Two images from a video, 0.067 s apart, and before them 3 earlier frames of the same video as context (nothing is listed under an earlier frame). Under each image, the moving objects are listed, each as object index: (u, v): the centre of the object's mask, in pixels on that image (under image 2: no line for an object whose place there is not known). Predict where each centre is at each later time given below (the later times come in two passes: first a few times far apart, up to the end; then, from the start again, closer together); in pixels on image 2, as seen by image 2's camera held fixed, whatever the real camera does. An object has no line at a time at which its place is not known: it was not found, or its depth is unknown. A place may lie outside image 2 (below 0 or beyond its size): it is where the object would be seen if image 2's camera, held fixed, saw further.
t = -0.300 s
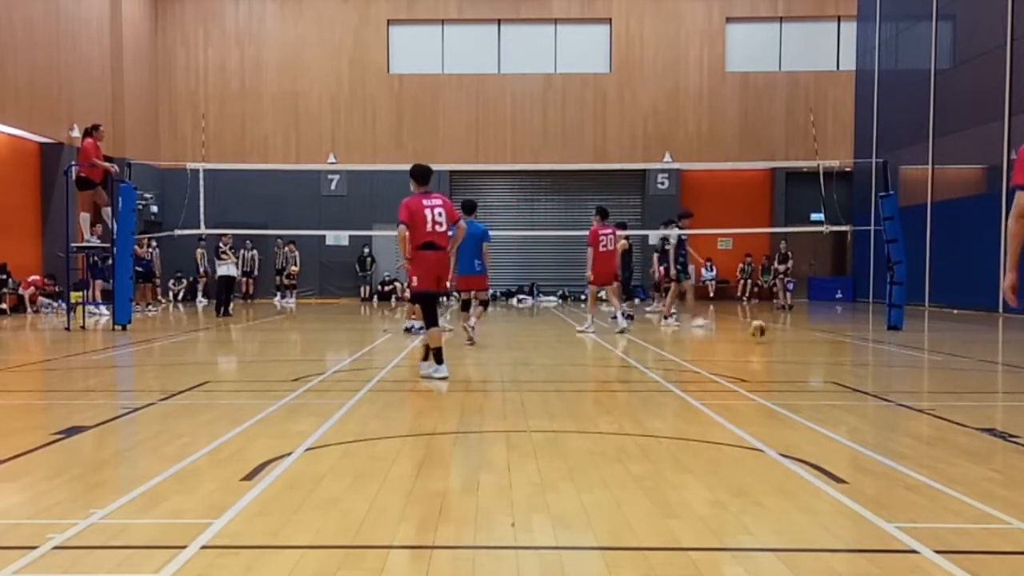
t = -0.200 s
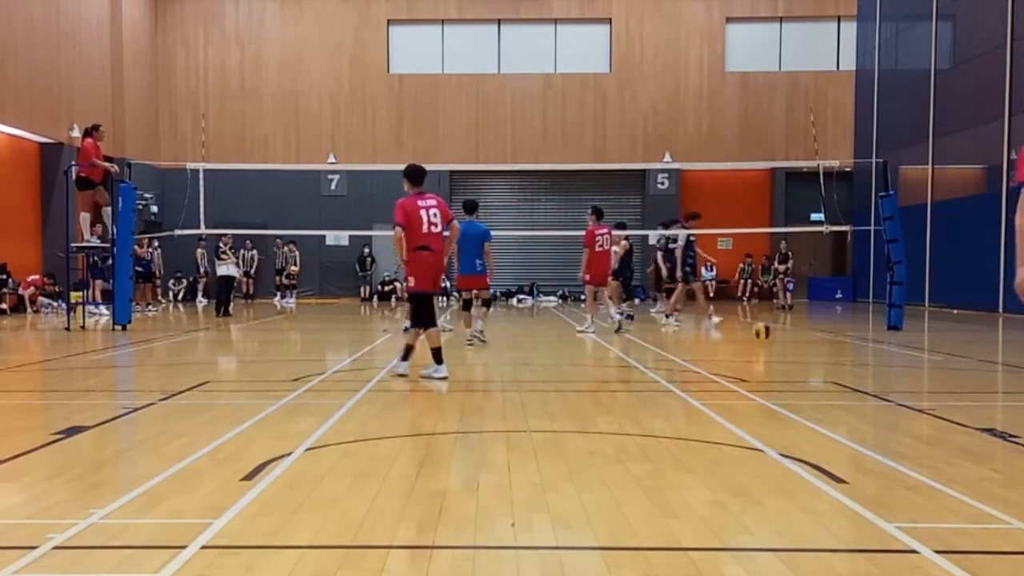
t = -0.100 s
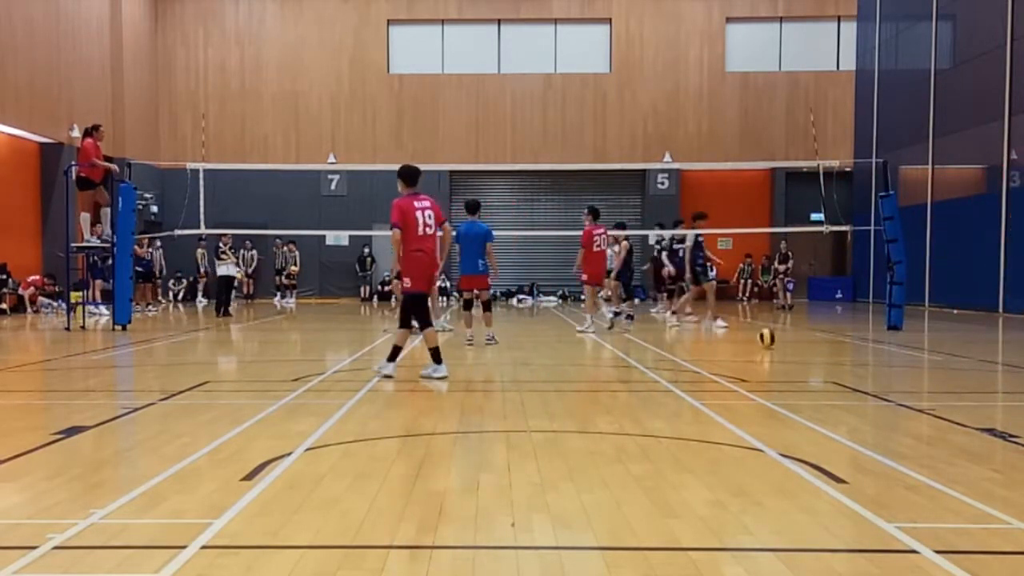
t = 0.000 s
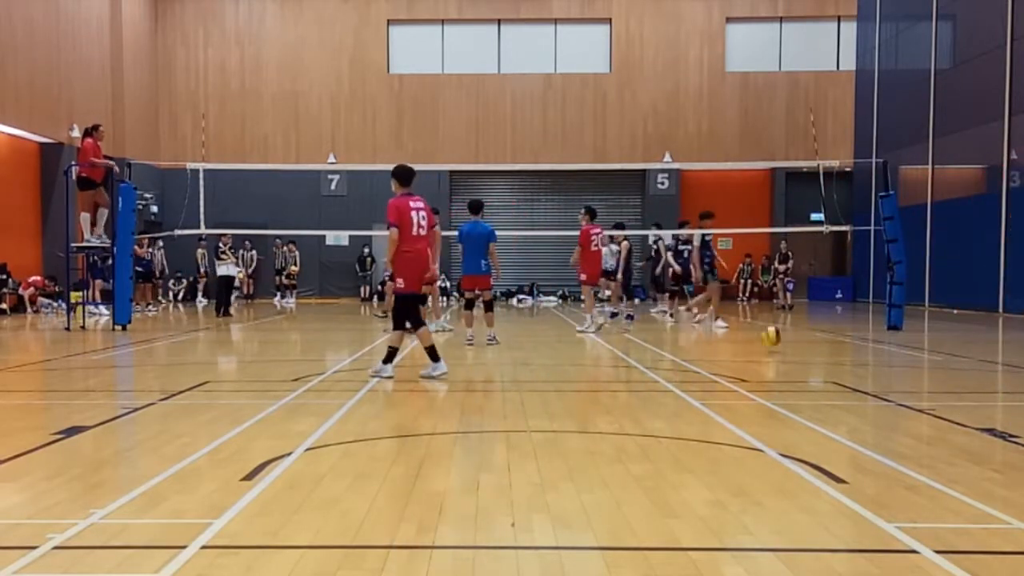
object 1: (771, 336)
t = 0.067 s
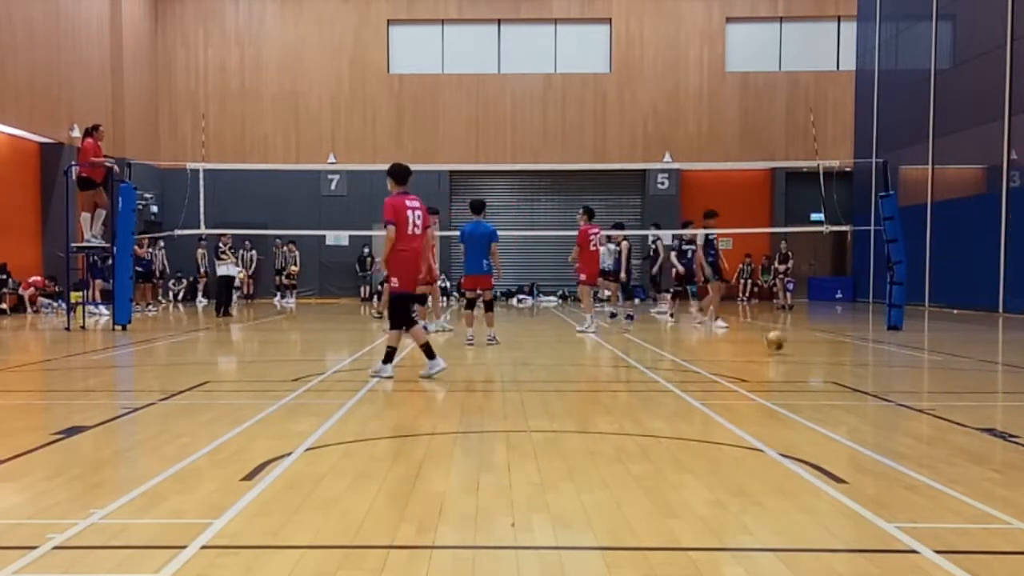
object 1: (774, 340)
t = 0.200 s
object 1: (782, 339)
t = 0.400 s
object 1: (794, 350)
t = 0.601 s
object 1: (806, 359)
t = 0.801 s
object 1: (821, 361)
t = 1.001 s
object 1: (837, 371)
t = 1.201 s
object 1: (856, 393)
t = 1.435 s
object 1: (880, 415)
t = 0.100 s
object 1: (776, 343)
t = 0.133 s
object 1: (778, 343)
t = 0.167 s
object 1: (780, 341)
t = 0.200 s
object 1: (782, 339)
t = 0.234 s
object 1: (783, 340)
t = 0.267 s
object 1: (785, 342)
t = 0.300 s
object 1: (787, 345)
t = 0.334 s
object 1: (790, 350)
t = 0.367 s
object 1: (791, 353)
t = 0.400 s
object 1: (794, 350)
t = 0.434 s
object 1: (795, 348)
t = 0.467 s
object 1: (798, 347)
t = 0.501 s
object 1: (799, 348)
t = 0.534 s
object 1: (802, 350)
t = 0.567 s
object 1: (803, 354)
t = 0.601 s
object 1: (806, 359)
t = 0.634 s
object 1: (808, 364)
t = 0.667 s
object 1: (811, 361)
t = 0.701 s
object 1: (813, 359)
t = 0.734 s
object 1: (816, 358)
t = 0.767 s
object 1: (819, 359)
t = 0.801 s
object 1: (821, 361)
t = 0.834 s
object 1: (823, 366)
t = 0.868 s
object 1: (826, 370)
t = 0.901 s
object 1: (830, 378)
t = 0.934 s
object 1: (833, 374)
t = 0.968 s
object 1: (835, 372)
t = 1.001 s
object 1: (837, 371)
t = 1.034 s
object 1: (841, 372)
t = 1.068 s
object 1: (843, 375)
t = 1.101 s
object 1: (846, 380)
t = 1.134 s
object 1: (848, 388)
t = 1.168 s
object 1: (852, 394)
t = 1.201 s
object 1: (856, 393)
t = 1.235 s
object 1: (860, 392)
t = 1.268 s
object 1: (863, 392)
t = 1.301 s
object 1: (867, 393)
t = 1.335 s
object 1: (872, 398)
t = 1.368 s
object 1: (875, 405)
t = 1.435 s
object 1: (880, 415)
